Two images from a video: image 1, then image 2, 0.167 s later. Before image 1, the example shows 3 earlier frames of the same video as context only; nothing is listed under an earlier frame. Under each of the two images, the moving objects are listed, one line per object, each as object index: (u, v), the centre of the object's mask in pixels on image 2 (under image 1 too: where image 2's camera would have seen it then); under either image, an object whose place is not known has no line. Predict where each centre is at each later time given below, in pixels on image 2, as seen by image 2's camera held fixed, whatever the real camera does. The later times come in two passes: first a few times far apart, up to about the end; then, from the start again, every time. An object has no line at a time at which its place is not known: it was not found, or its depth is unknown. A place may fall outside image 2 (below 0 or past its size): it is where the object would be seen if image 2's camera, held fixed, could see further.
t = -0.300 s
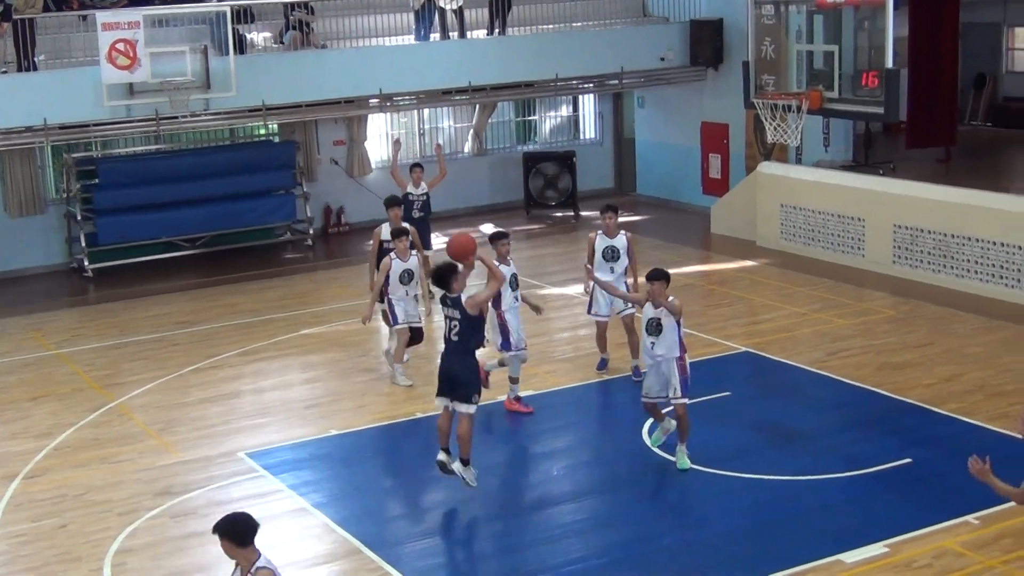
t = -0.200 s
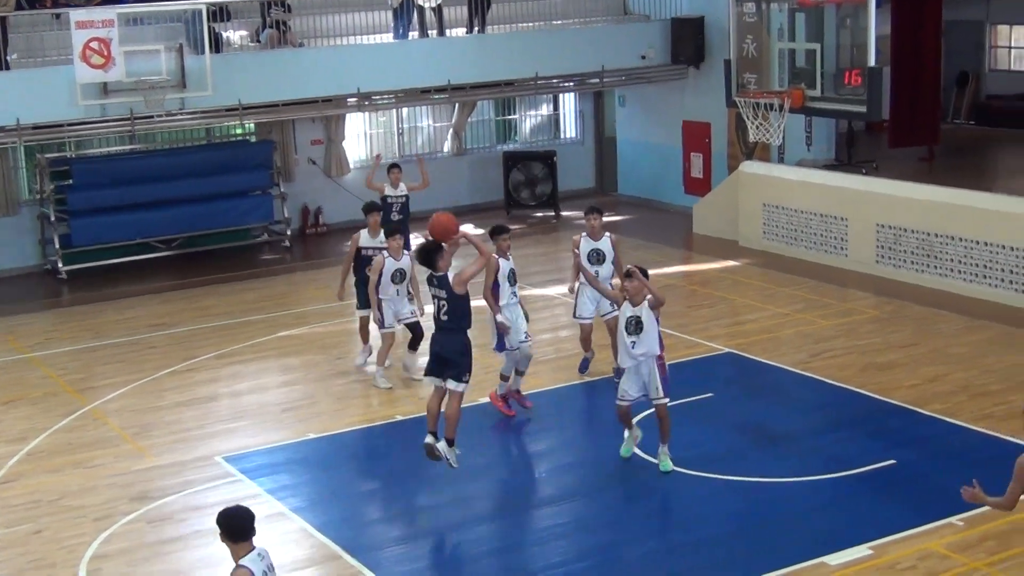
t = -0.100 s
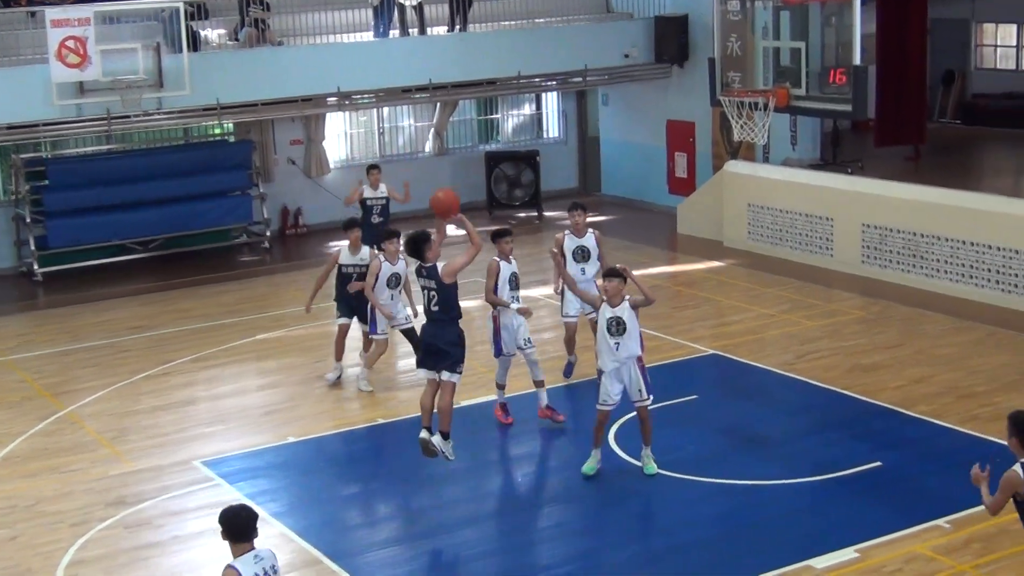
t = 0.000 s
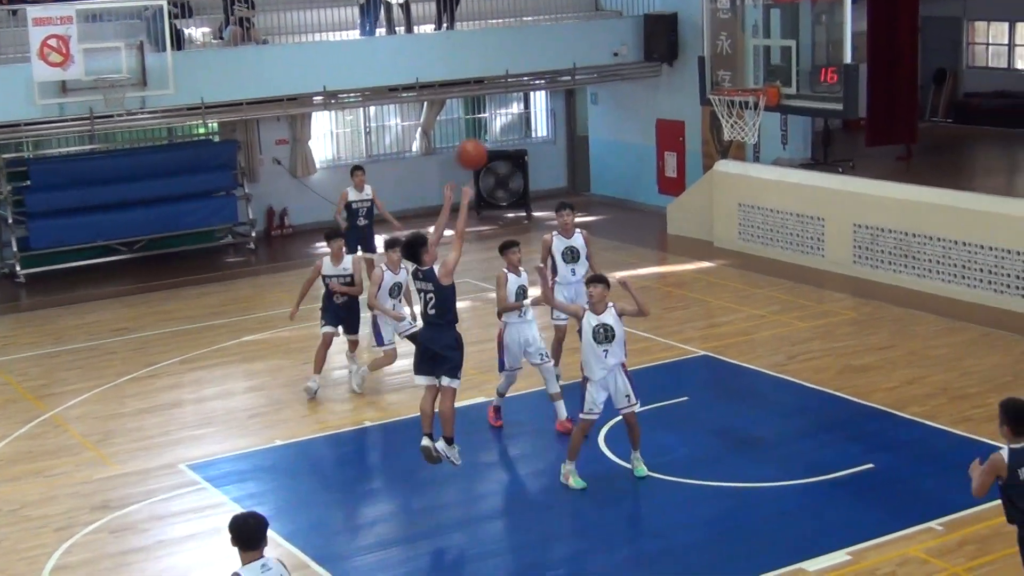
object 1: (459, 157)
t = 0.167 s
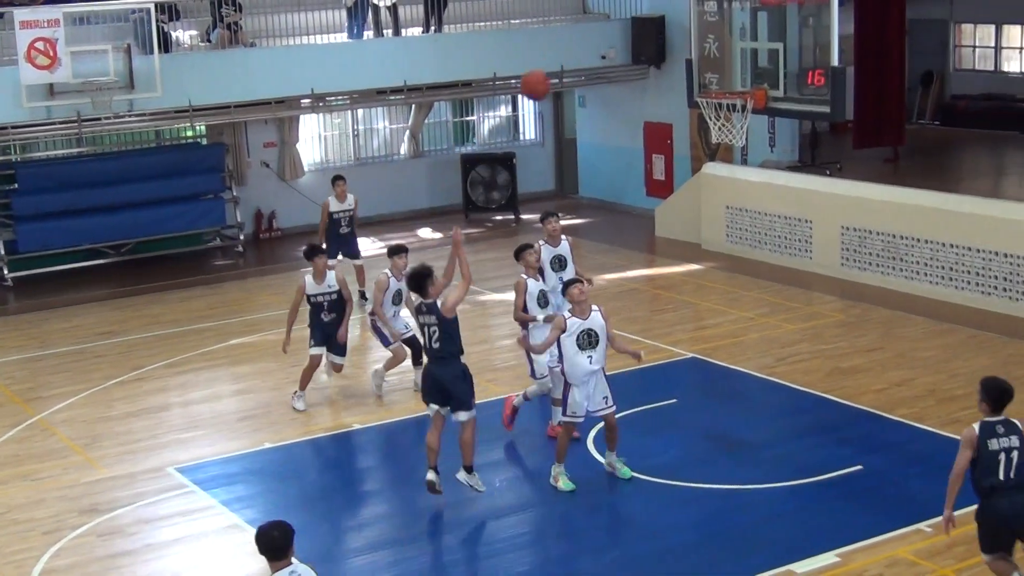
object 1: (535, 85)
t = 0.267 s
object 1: (579, 61)
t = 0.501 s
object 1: (677, 52)
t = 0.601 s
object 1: (718, 68)
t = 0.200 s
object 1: (550, 76)
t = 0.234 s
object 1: (565, 67)
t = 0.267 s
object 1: (579, 61)
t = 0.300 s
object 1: (593, 55)
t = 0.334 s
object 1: (608, 51)
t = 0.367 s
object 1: (622, 48)
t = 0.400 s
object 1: (637, 47)
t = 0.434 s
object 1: (650, 48)
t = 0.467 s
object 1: (663, 49)
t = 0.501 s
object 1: (677, 52)
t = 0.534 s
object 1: (692, 56)
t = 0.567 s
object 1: (705, 62)
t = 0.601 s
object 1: (718, 68)
